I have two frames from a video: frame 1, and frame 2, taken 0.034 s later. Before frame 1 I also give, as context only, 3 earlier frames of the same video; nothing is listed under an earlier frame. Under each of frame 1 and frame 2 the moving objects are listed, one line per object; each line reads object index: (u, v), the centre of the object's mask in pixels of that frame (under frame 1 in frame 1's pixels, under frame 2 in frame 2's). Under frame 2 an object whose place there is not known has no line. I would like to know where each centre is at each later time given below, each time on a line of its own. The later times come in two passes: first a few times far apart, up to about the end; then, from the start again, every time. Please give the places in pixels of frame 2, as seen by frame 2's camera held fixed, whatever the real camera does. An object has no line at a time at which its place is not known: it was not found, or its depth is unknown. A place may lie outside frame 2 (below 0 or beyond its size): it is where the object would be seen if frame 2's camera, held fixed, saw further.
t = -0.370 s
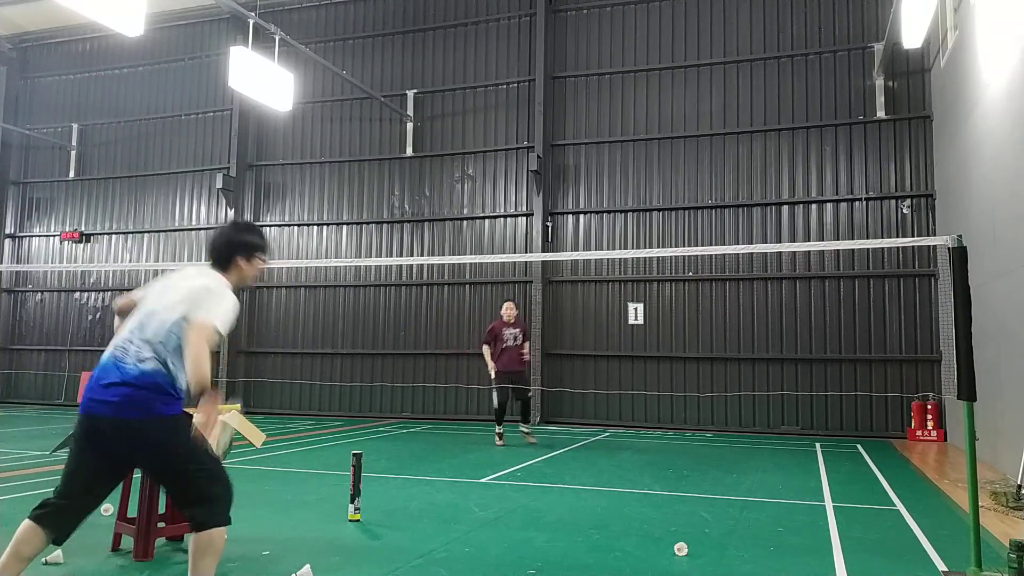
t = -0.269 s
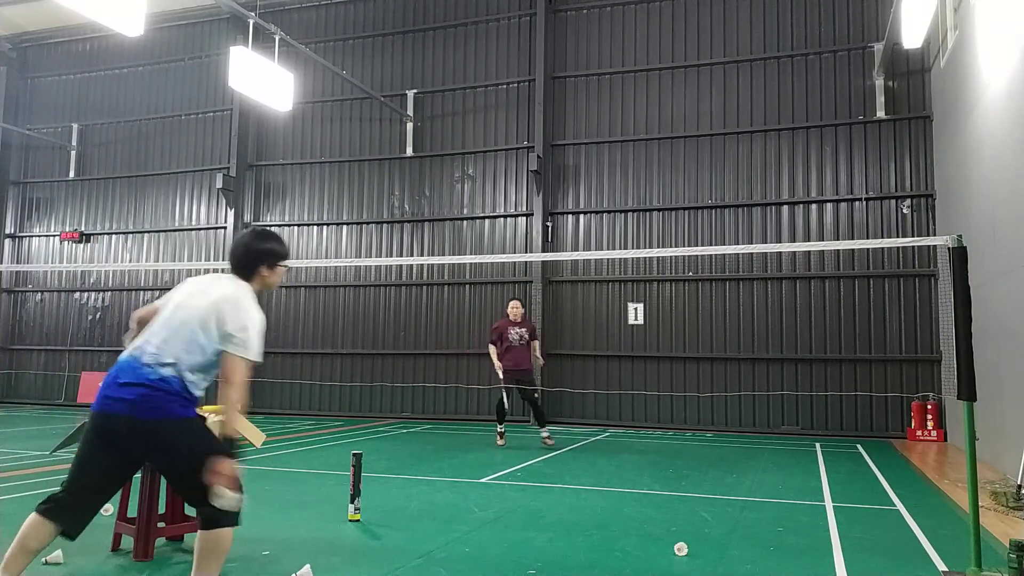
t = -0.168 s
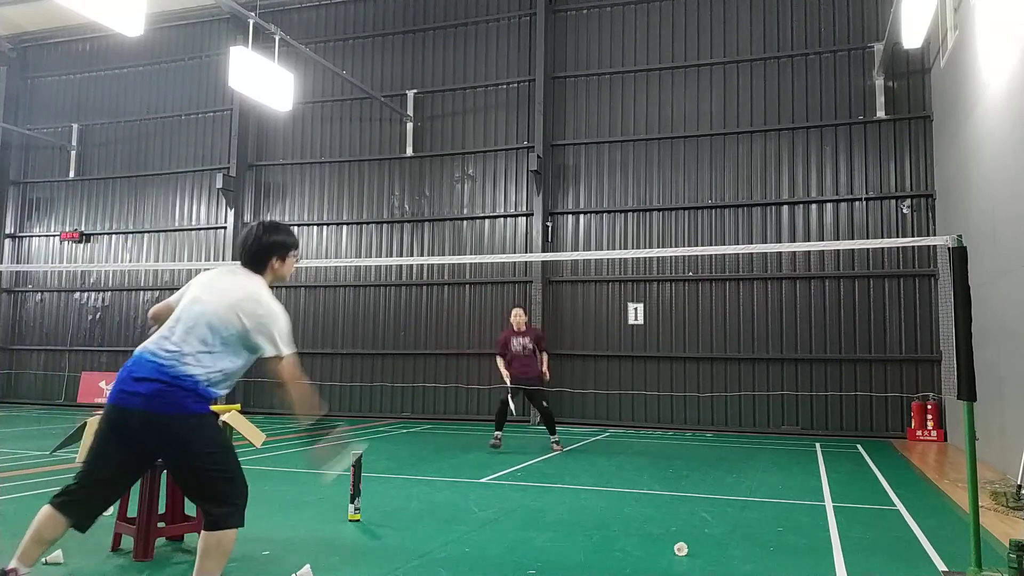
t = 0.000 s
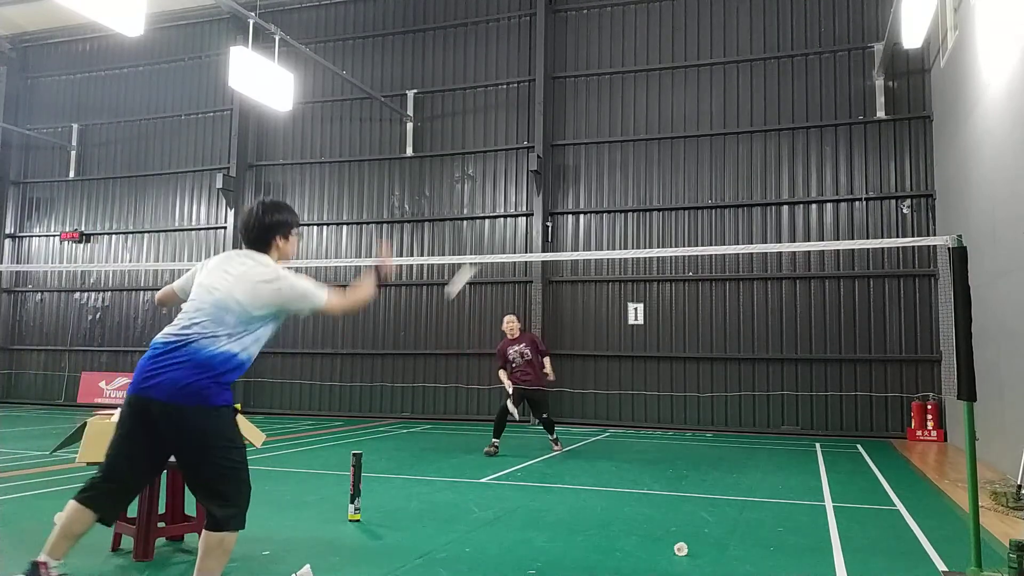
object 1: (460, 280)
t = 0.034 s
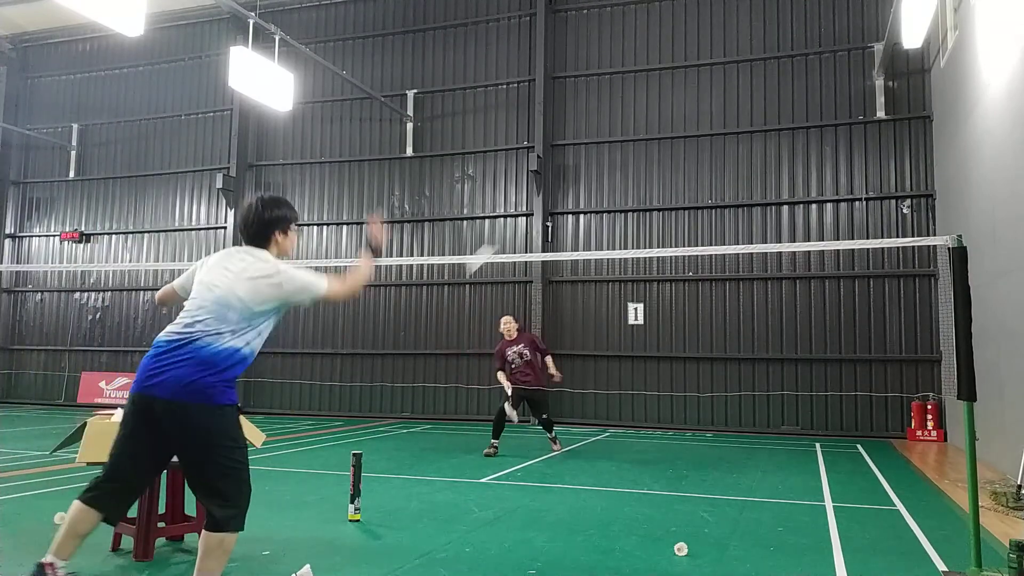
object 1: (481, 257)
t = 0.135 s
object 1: (536, 215)
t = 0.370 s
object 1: (621, 194)
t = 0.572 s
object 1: (679, 242)
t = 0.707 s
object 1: (714, 313)
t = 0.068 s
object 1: (499, 241)
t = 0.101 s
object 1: (517, 227)
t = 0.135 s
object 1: (536, 215)
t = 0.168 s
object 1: (551, 207)
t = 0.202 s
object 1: (564, 200)
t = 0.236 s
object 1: (577, 195)
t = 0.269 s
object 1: (589, 192)
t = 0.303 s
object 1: (601, 191)
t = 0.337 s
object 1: (611, 192)
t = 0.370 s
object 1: (621, 194)
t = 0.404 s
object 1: (632, 199)
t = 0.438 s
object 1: (643, 205)
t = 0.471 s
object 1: (652, 213)
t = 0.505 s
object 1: (662, 222)
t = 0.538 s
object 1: (672, 235)
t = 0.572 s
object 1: (679, 242)
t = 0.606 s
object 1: (691, 264)
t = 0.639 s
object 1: (698, 277)
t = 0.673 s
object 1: (706, 295)
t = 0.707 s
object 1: (714, 313)
